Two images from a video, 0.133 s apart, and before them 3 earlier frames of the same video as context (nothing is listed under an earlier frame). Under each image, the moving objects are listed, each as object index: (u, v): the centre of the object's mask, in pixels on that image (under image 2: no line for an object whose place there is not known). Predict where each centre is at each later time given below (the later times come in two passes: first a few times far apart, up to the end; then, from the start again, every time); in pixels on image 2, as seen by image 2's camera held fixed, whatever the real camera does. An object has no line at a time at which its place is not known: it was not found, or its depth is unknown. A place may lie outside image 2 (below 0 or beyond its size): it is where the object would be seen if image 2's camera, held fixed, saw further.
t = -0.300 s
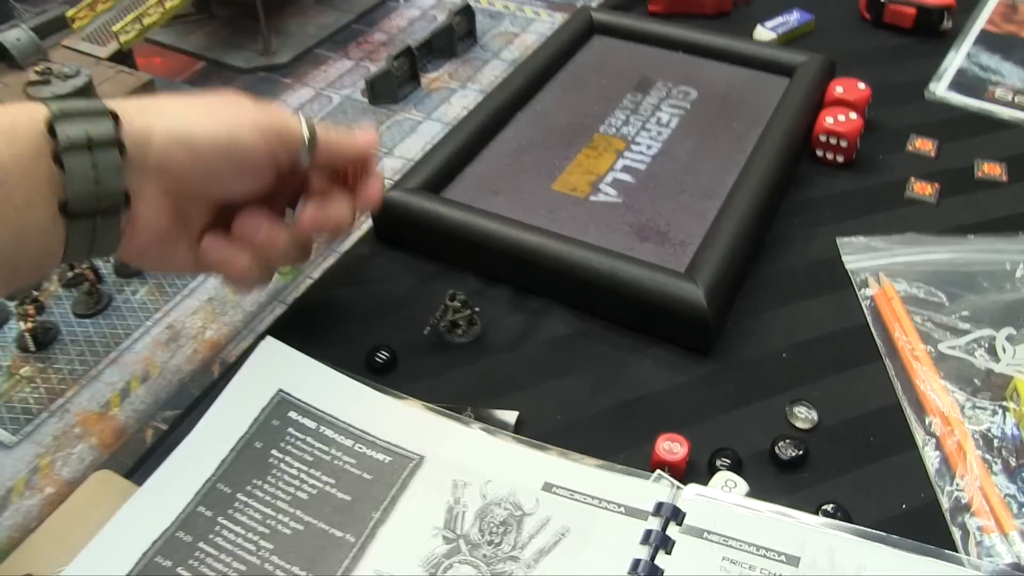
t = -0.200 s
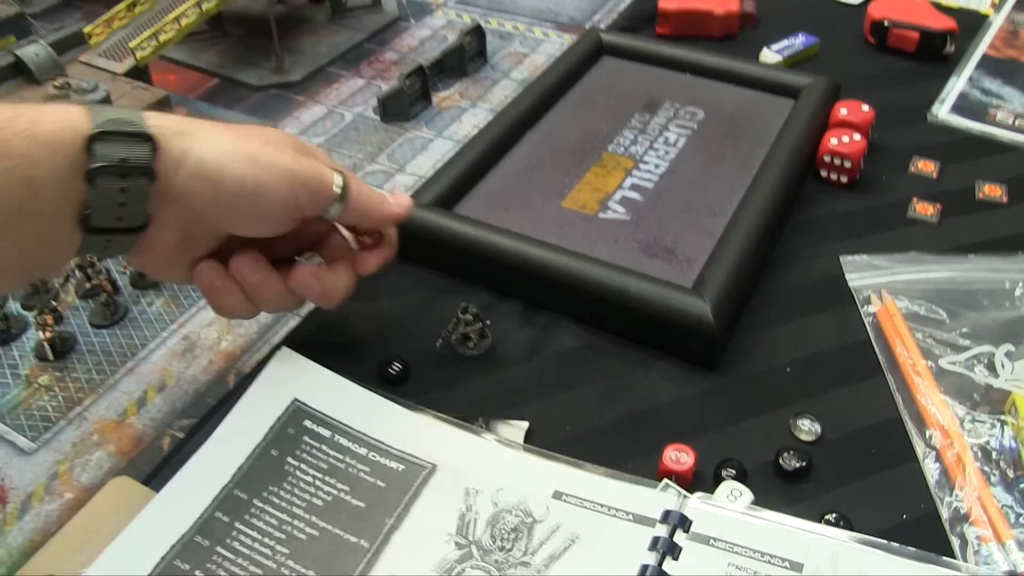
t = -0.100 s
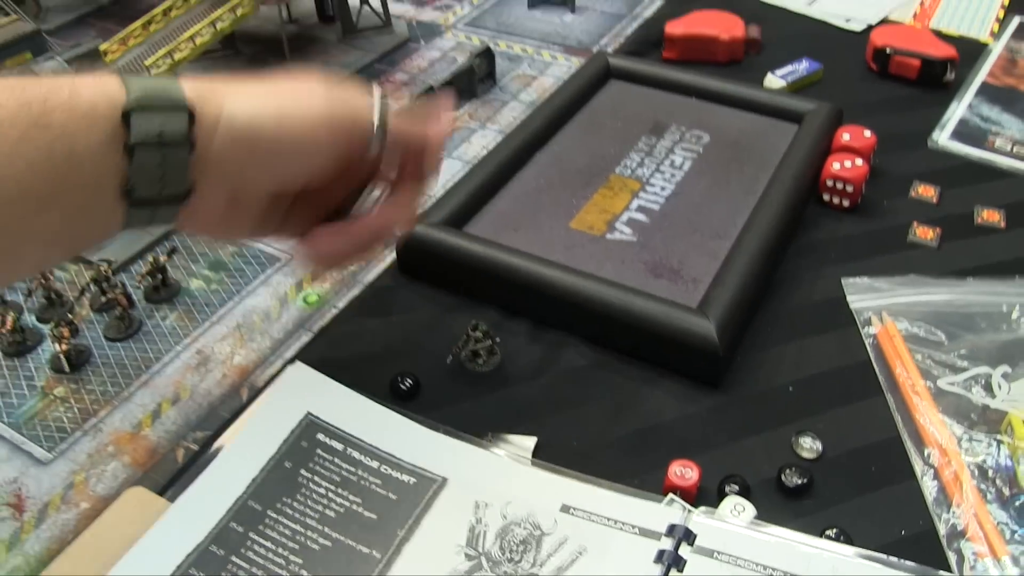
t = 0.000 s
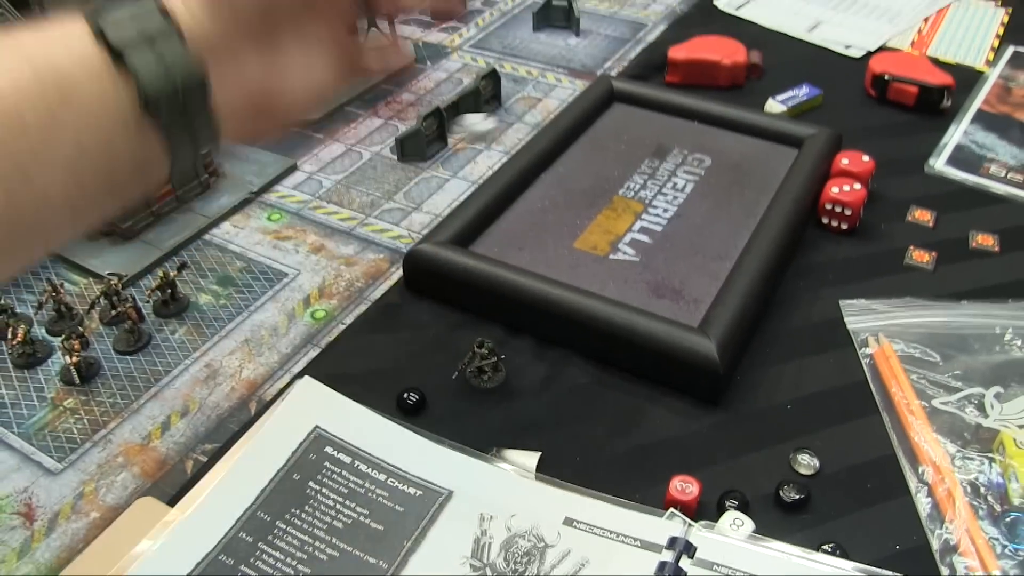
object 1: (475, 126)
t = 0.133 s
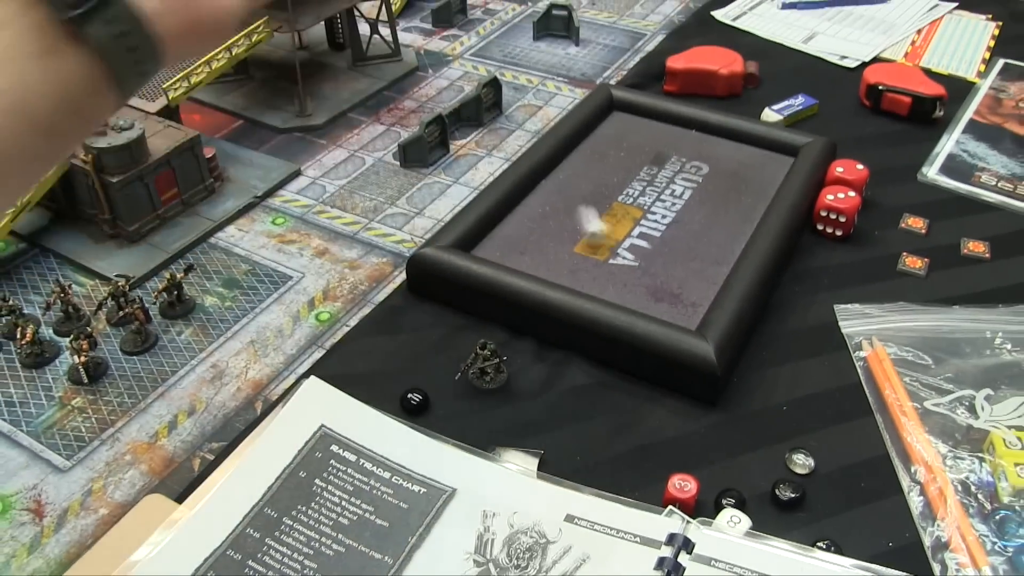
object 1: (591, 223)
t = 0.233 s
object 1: (669, 200)
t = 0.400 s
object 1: (756, 194)
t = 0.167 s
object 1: (616, 212)
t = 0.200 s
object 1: (644, 198)
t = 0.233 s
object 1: (669, 200)
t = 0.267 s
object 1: (692, 215)
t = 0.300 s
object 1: (718, 207)
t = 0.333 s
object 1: (743, 213)
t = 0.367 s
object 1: (753, 199)
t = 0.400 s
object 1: (756, 194)
